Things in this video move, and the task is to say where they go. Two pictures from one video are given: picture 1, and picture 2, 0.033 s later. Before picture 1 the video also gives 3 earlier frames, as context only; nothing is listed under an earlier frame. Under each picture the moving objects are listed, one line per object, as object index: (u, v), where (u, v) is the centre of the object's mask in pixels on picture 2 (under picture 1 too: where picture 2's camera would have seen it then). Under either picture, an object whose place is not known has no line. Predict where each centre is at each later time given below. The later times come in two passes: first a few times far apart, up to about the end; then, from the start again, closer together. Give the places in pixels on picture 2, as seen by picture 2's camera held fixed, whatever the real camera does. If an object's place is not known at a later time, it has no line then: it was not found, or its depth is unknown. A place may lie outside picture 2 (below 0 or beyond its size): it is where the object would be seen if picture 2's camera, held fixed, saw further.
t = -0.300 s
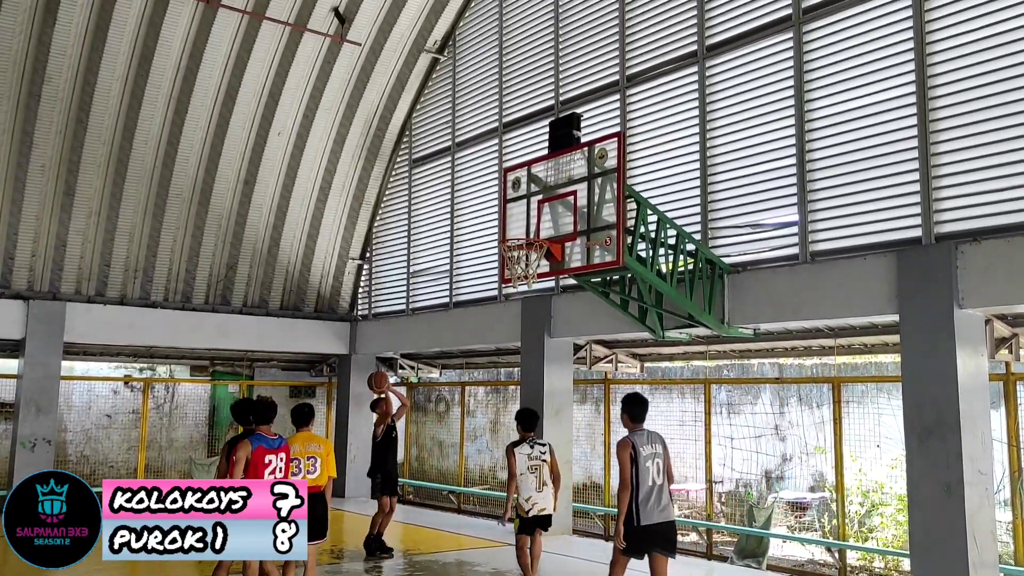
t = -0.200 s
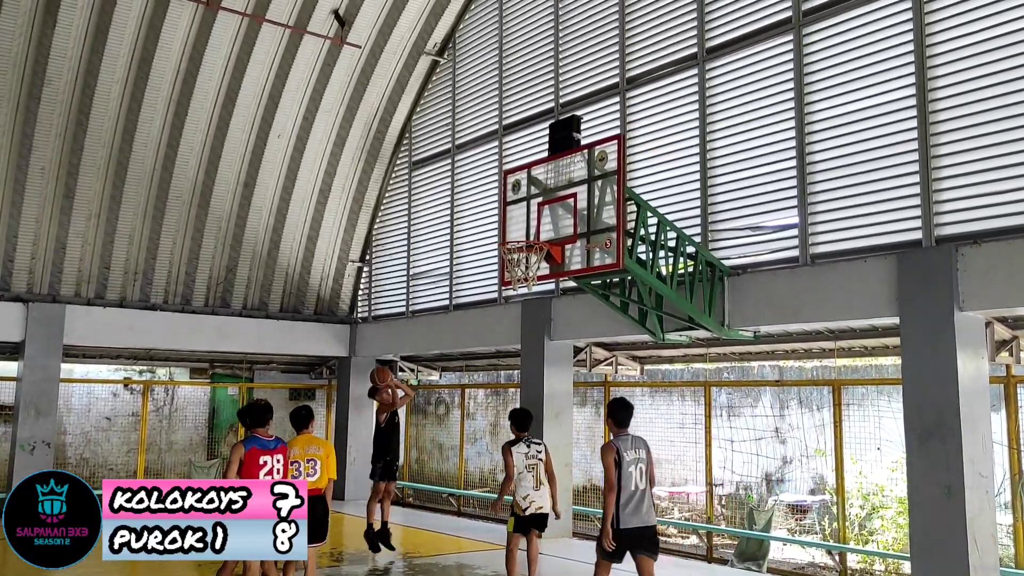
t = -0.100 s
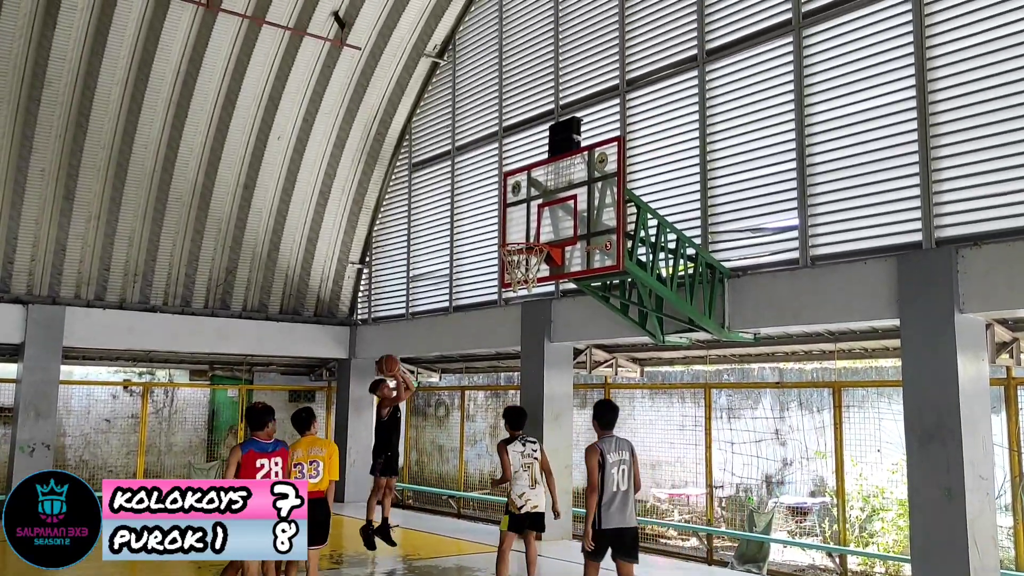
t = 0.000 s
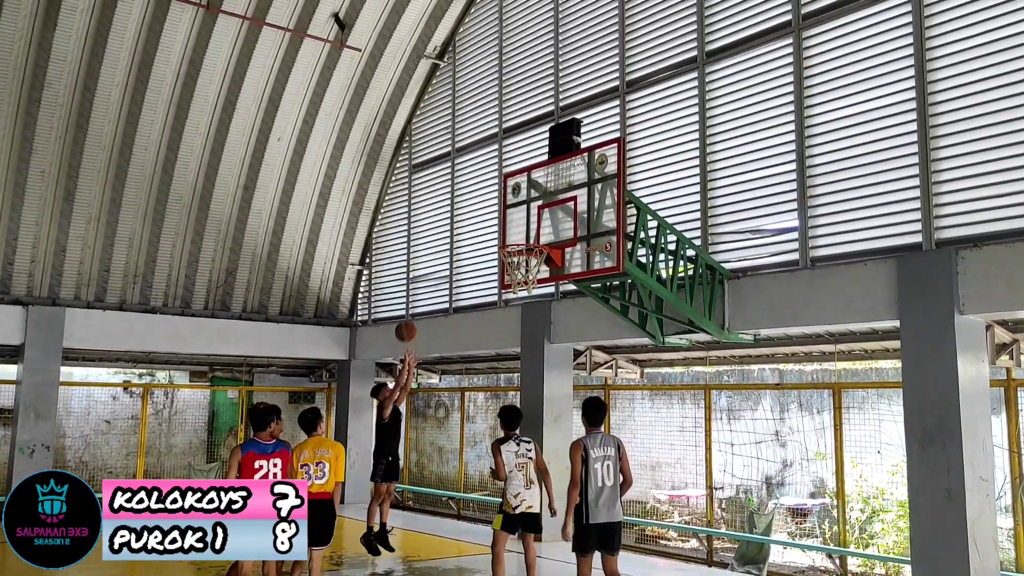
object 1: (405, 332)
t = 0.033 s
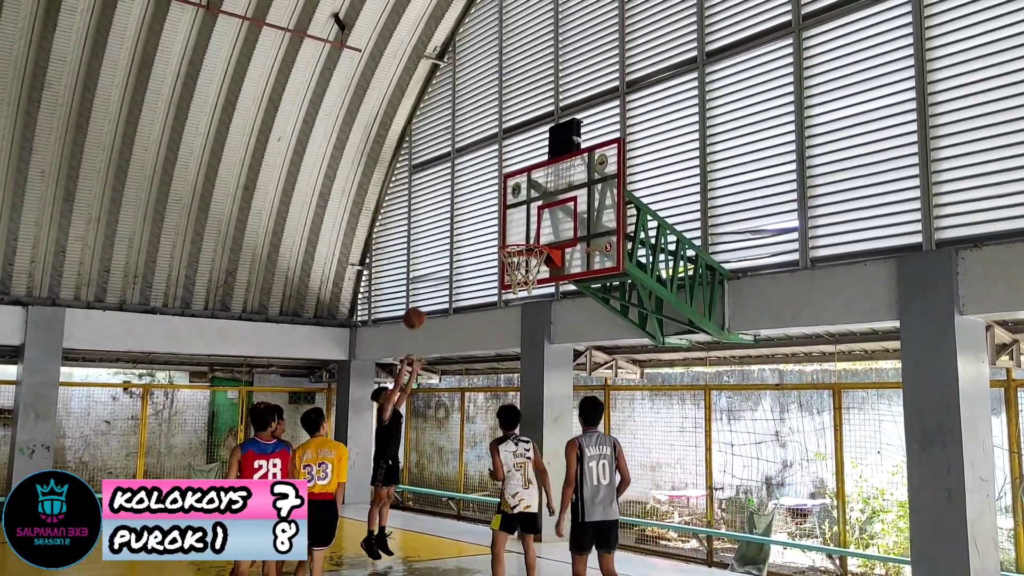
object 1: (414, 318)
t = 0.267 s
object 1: (473, 251)
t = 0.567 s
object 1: (531, 234)
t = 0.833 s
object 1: (516, 264)
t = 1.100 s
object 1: (506, 284)
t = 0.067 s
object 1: (422, 307)
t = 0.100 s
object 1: (431, 295)
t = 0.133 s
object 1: (439, 284)
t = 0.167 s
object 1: (447, 274)
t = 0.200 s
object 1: (456, 265)
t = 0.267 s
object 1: (473, 251)
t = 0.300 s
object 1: (481, 245)
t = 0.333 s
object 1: (489, 240)
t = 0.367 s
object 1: (498, 236)
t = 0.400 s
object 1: (507, 234)
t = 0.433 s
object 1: (515, 232)
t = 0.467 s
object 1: (524, 232)
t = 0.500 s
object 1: (529, 232)
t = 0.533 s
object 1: (530, 232)
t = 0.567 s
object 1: (531, 234)
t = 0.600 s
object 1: (533, 236)
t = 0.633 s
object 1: (533, 238)
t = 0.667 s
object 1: (533, 239)
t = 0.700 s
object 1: (533, 240)
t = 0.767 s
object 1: (523, 255)
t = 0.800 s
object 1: (522, 259)
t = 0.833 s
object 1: (516, 264)
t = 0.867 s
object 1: (511, 264)
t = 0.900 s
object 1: (505, 267)
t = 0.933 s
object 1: (503, 269)
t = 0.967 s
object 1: (502, 269)
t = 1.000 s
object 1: (501, 271)
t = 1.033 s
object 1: (504, 275)
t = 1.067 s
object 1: (504, 281)
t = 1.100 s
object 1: (506, 284)
